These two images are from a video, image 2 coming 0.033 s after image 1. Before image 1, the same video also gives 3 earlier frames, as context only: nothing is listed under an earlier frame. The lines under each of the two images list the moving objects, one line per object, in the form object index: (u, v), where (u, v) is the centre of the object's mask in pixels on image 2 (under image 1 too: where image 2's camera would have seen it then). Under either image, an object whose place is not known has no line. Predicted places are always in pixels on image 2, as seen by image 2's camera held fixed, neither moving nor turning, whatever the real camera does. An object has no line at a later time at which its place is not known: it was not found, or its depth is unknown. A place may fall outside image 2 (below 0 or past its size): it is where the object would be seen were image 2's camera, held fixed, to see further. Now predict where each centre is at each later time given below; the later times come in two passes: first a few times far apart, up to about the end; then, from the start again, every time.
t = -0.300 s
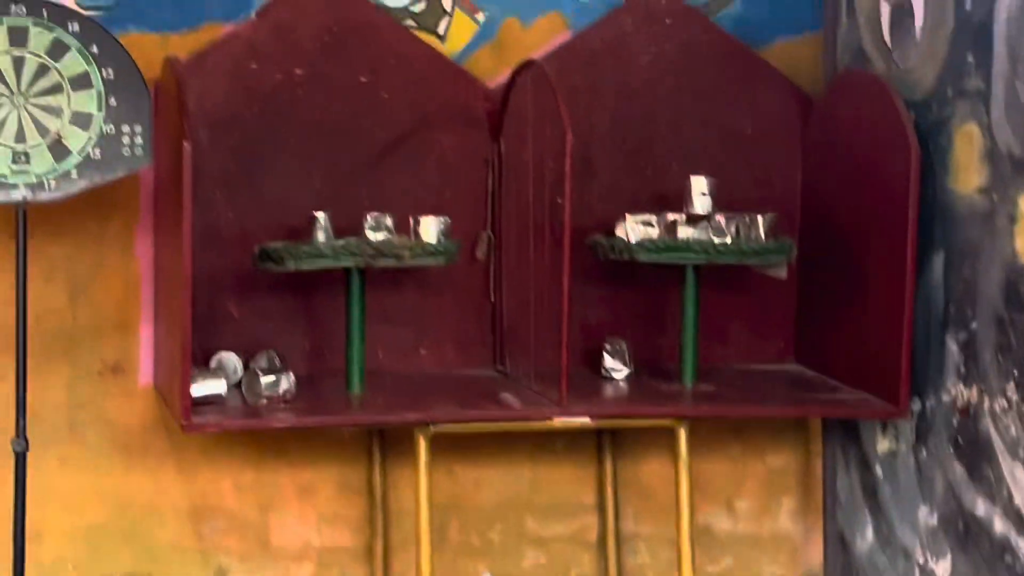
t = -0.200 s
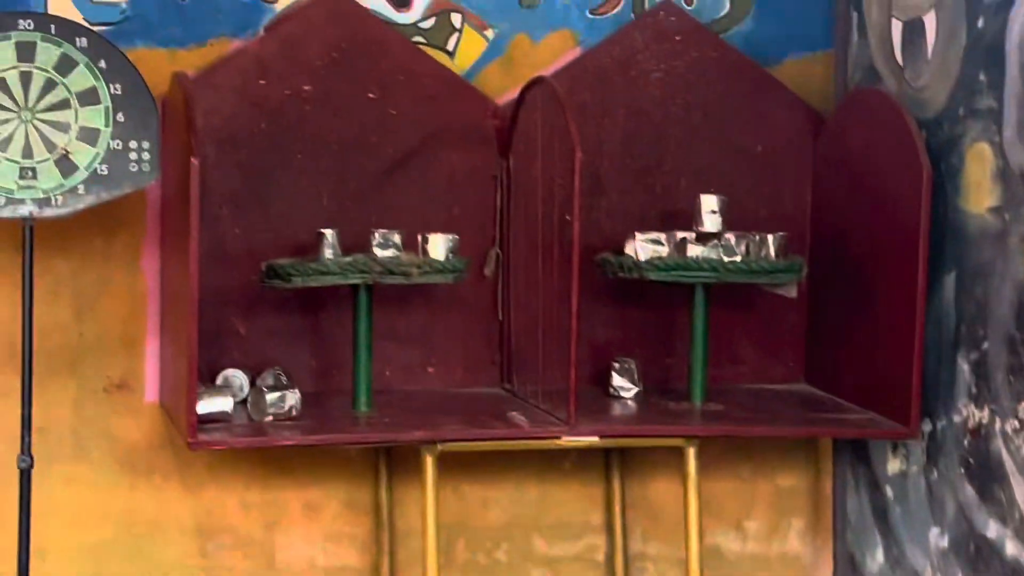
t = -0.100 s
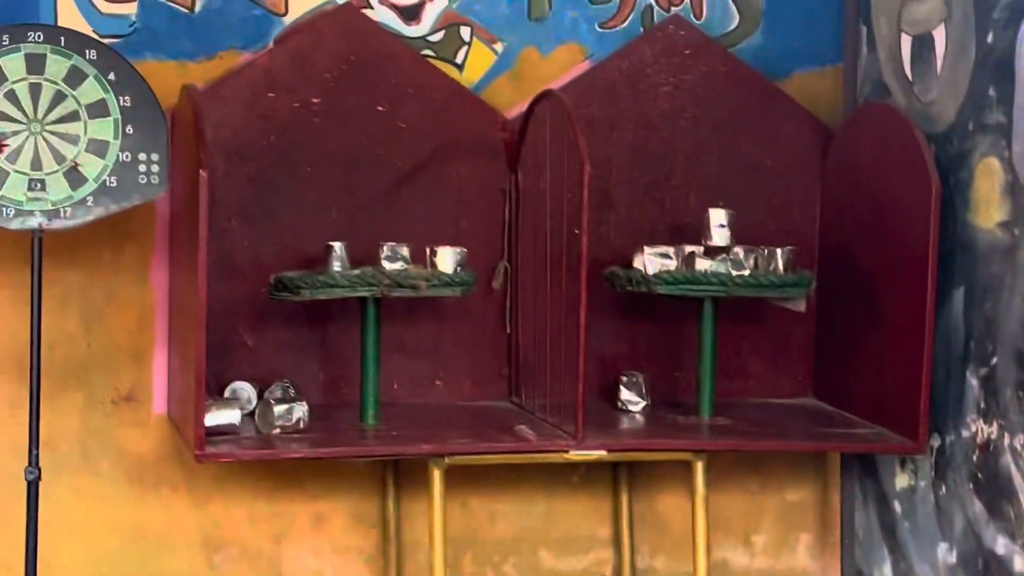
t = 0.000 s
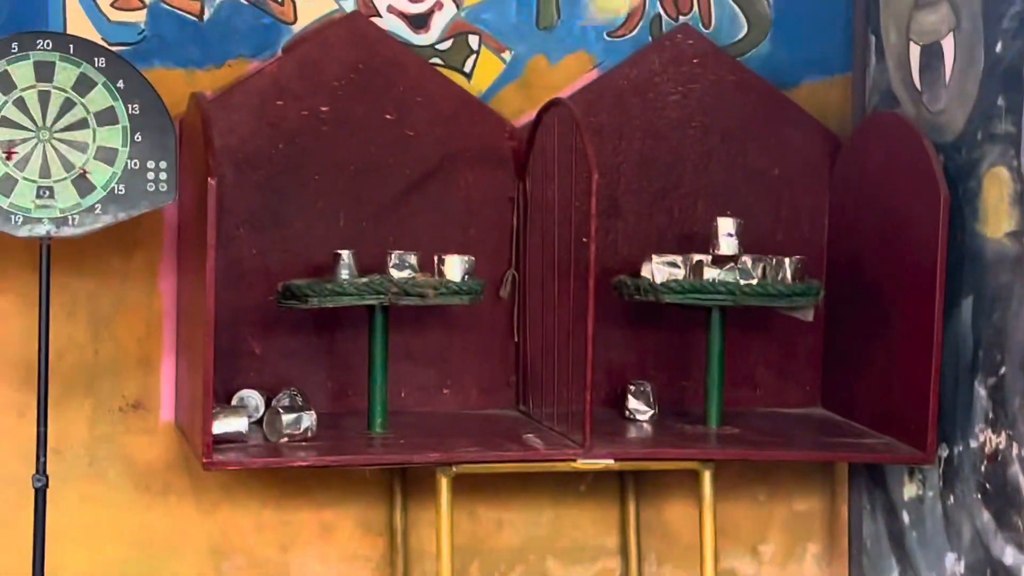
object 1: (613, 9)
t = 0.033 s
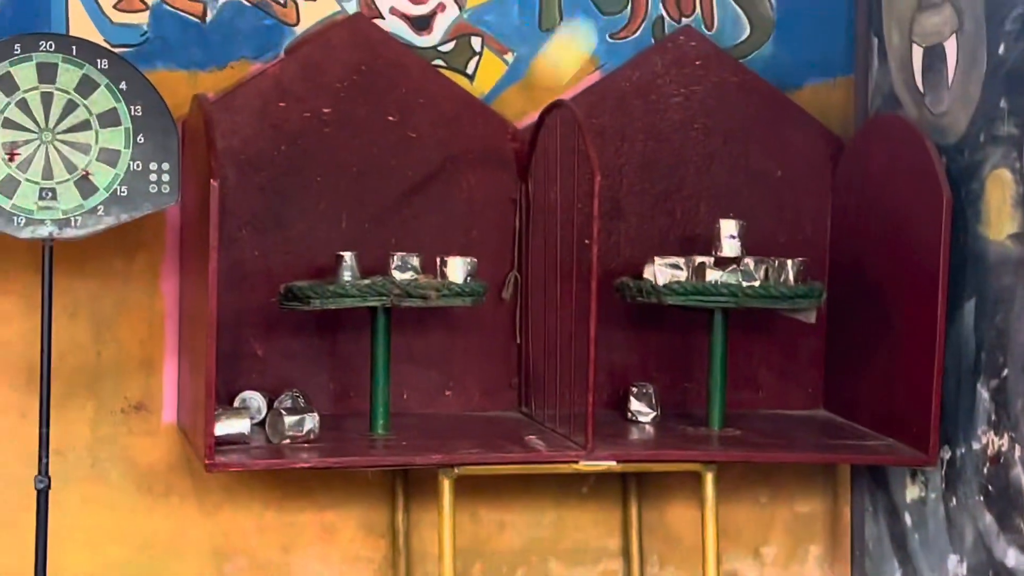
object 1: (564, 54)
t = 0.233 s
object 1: (403, 213)
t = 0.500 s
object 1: (403, 128)
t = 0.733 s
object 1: (452, 239)
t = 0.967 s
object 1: (529, 278)
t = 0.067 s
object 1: (519, 107)
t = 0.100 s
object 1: (478, 161)
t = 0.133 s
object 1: (442, 216)
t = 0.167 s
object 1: (412, 265)
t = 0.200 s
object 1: (405, 246)
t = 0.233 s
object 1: (403, 213)
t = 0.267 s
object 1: (401, 187)
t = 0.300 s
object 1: (399, 166)
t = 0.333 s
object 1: (397, 150)
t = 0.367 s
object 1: (396, 139)
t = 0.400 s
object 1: (393, 135)
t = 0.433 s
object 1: (392, 134)
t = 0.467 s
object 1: (396, 131)
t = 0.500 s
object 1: (403, 128)
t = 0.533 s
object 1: (409, 130)
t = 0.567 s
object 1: (416, 137)
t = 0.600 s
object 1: (423, 150)
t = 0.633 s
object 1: (429, 167)
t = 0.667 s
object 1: (436, 189)
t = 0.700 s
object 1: (442, 216)
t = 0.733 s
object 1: (452, 239)
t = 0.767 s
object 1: (463, 232)
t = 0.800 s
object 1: (475, 226)
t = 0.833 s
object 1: (485, 226)
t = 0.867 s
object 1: (496, 231)
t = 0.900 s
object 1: (507, 241)
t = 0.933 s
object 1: (518, 257)
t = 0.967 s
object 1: (529, 278)
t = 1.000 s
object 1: (541, 304)
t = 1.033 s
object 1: (552, 336)
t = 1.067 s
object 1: (563, 374)
